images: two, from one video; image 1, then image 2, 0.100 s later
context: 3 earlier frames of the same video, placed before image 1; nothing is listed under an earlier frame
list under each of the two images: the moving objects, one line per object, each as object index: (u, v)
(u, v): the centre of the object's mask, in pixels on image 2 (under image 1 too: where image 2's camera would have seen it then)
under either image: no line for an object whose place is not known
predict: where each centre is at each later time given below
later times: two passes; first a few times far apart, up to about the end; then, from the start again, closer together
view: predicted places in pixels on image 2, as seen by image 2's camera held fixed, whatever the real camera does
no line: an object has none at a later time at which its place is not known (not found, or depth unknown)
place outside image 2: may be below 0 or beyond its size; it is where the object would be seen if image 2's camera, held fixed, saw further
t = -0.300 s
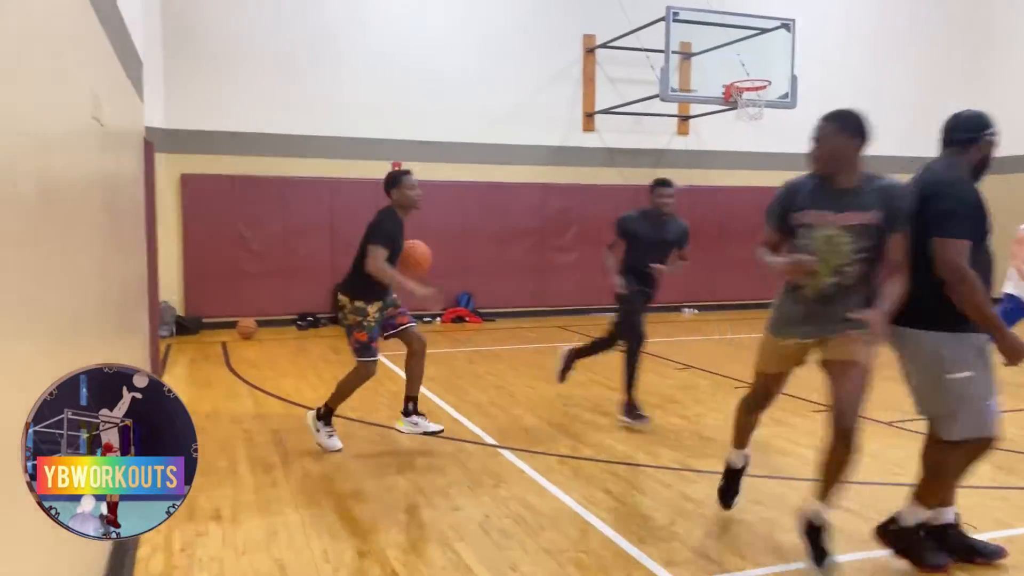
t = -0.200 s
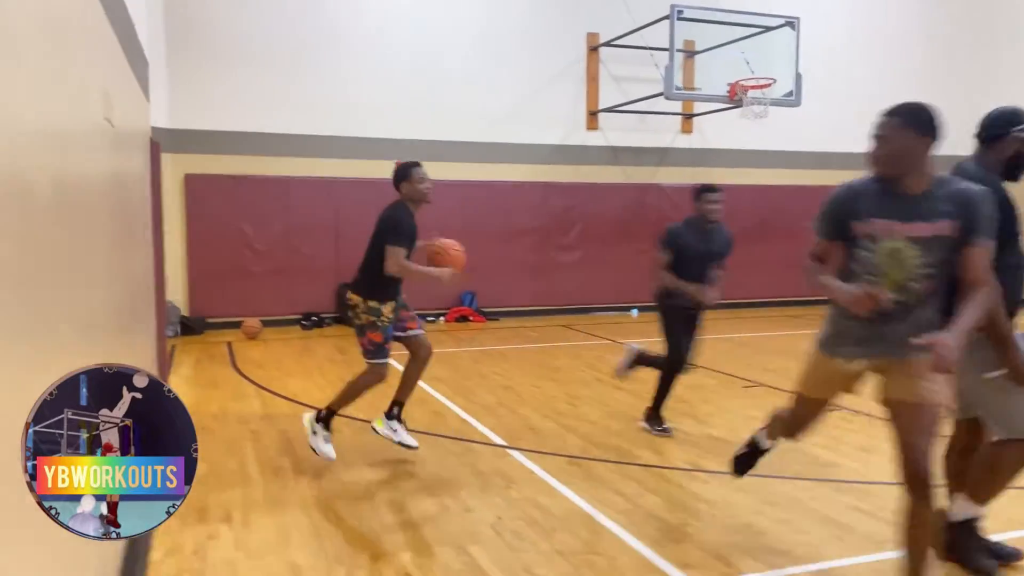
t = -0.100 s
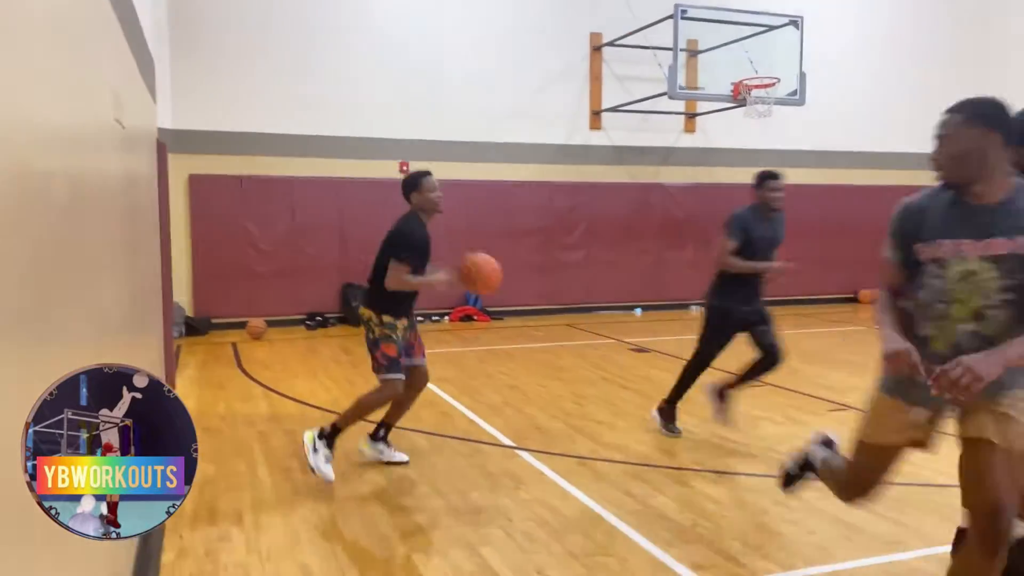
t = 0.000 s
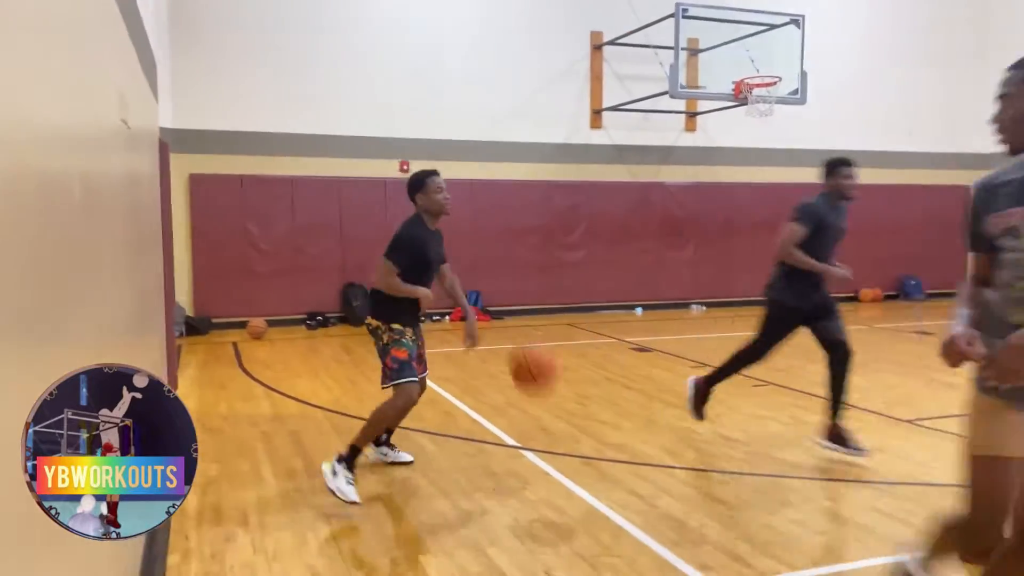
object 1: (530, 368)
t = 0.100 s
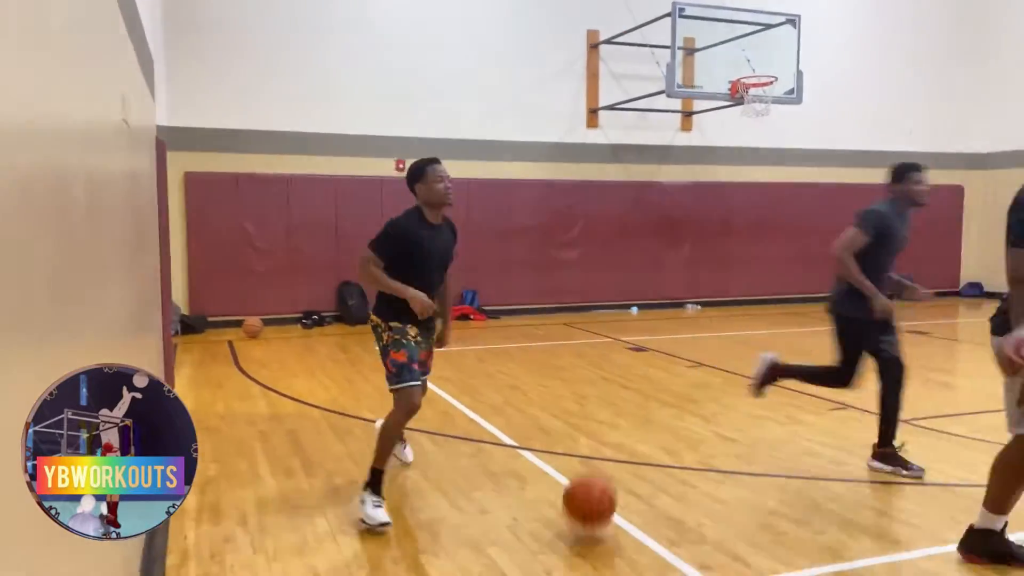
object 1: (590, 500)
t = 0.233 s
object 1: (623, 382)
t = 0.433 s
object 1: (693, 231)
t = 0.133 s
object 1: (598, 470)
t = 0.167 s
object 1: (606, 440)
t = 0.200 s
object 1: (614, 411)
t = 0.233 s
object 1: (623, 382)
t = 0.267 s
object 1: (633, 355)
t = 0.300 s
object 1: (643, 326)
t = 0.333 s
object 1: (654, 299)
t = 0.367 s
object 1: (666, 274)
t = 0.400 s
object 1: (679, 254)
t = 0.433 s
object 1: (693, 231)
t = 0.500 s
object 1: (723, 195)
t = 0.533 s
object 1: (741, 180)
